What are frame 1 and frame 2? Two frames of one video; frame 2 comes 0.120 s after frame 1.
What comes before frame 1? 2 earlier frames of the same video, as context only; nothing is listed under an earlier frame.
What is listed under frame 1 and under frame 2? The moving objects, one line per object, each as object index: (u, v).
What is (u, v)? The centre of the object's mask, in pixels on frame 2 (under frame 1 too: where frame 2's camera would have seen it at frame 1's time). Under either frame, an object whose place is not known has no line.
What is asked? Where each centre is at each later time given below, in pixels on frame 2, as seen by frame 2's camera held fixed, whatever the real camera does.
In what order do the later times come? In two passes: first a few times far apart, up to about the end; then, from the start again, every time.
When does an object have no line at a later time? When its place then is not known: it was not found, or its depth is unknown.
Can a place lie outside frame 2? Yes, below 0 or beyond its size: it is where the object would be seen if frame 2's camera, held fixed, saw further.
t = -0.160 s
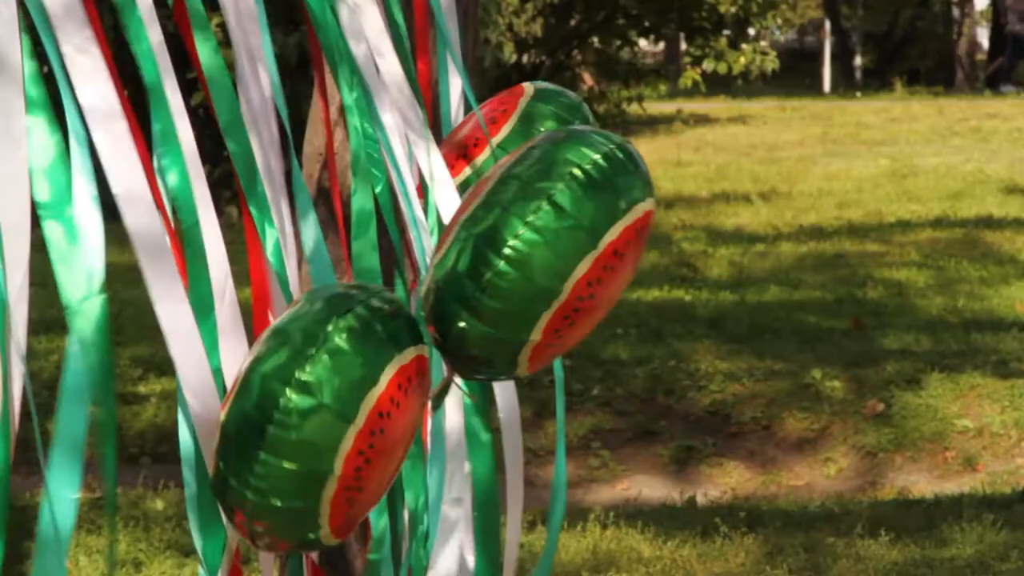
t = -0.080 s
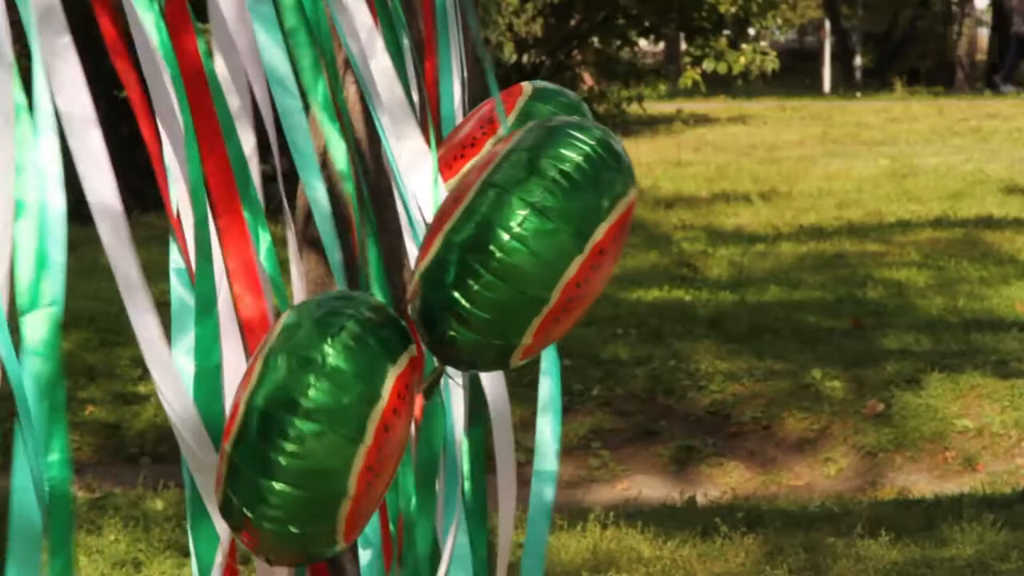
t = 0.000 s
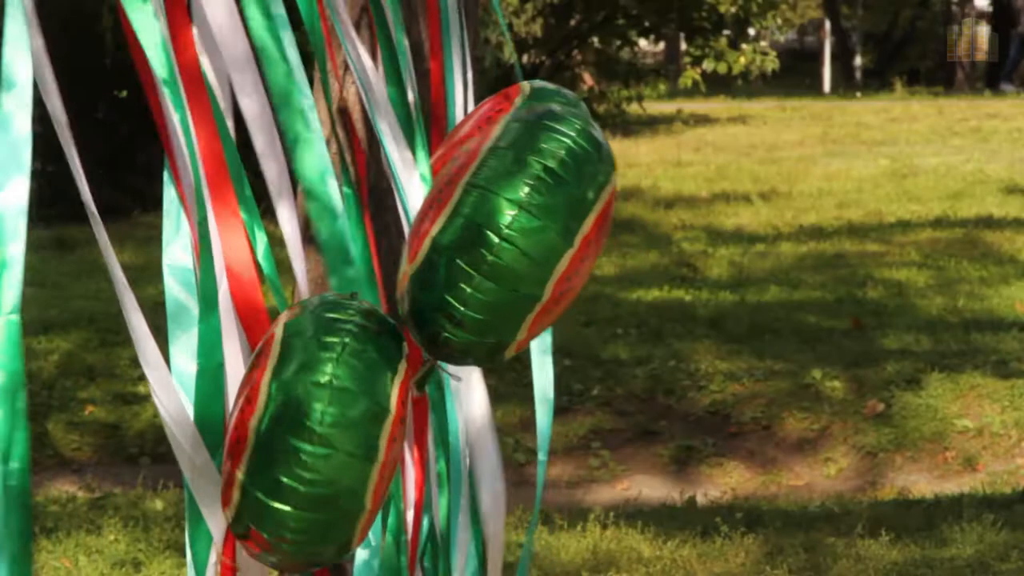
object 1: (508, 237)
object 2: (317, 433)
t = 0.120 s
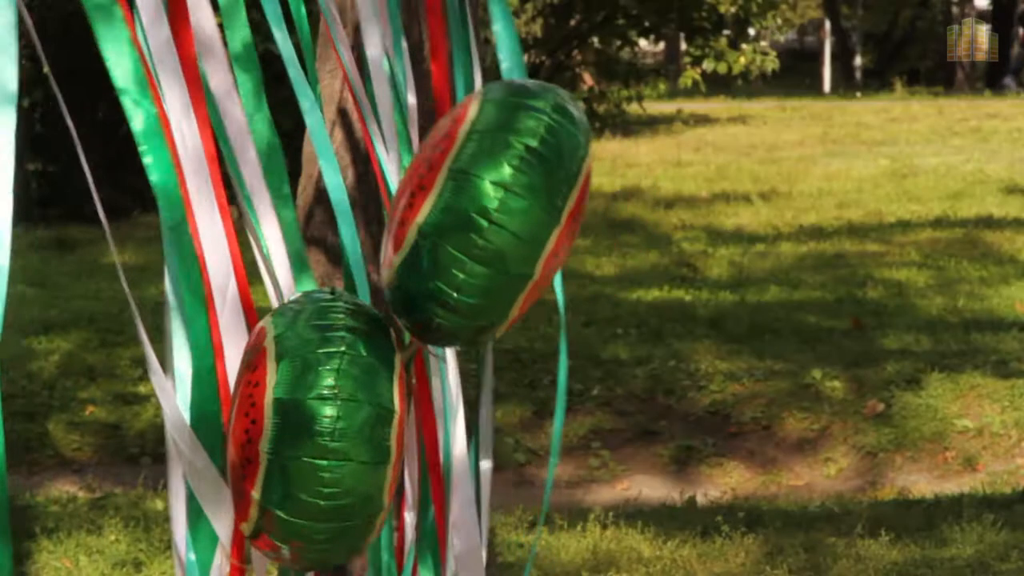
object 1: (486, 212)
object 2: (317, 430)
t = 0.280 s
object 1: (455, 182)
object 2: (320, 414)
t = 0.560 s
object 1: (402, 155)
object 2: (302, 385)
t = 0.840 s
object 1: (381, 148)
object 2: (271, 377)
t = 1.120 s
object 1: (397, 136)
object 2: (253, 340)
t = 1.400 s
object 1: (437, 134)
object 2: (264, 312)
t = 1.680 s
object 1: (503, 154)
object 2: (304, 303)
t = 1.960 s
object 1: (561, 209)
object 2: (331, 300)
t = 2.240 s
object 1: (611, 260)
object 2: (376, 306)
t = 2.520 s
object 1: (649, 241)
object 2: (404, 292)
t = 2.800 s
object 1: (604, 216)
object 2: (368, 303)
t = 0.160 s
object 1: (479, 203)
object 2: (317, 427)
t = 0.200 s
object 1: (471, 195)
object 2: (318, 423)
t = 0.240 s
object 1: (465, 187)
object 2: (320, 418)
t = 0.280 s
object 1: (455, 182)
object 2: (320, 414)
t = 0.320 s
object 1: (447, 175)
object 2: (319, 407)
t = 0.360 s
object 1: (439, 170)
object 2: (318, 401)
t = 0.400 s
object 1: (430, 166)
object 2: (314, 396)
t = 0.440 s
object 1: (422, 163)
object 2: (311, 393)
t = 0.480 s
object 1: (416, 160)
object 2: (309, 389)
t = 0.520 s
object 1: (408, 157)
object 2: (305, 387)
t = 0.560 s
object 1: (402, 155)
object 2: (302, 385)
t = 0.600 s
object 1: (396, 153)
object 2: (298, 385)
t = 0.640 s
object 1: (392, 153)
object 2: (294, 385)
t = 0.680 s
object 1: (387, 152)
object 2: (290, 384)
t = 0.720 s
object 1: (384, 152)
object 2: (286, 384)
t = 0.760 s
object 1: (382, 150)
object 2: (282, 382)
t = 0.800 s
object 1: (382, 148)
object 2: (277, 379)
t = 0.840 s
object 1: (381, 148)
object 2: (271, 377)
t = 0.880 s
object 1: (382, 147)
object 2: (264, 373)
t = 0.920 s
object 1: (384, 146)
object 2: (260, 368)
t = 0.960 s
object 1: (386, 145)
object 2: (256, 364)
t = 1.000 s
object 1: (388, 144)
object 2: (254, 359)
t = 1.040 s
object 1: (390, 140)
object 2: (253, 354)
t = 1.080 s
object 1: (394, 138)
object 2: (253, 346)
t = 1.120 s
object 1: (397, 136)
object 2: (253, 340)
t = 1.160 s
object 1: (400, 135)
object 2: (253, 333)
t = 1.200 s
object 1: (405, 133)
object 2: (254, 328)
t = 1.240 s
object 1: (410, 133)
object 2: (256, 324)
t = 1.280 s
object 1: (416, 132)
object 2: (258, 319)
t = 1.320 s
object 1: (423, 131)
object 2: (260, 316)
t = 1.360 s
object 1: (429, 132)
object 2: (261, 314)
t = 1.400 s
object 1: (437, 134)
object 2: (264, 312)
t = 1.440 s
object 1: (446, 135)
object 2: (270, 311)
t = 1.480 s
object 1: (454, 137)
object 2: (275, 310)
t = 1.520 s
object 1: (463, 138)
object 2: (281, 309)
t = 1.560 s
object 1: (473, 141)
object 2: (287, 308)
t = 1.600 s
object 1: (482, 145)
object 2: (292, 307)
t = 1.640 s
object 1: (492, 149)
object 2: (298, 305)
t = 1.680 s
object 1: (503, 154)
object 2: (304, 303)
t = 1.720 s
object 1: (512, 160)
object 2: (307, 301)
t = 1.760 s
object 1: (521, 167)
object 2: (311, 300)
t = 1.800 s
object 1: (530, 174)
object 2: (316, 298)
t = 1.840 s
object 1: (539, 182)
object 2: (319, 298)
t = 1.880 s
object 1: (547, 191)
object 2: (323, 297)
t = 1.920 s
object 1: (553, 198)
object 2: (327, 298)
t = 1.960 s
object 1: (561, 209)
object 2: (331, 300)
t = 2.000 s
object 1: (568, 219)
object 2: (336, 301)
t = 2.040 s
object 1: (575, 228)
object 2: (343, 302)
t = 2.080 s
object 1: (581, 237)
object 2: (348, 306)
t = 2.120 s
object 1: (588, 245)
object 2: (356, 307)
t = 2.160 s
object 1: (596, 251)
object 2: (362, 309)
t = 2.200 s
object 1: (603, 256)
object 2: (370, 308)
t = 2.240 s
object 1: (611, 260)
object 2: (376, 306)
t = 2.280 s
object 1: (619, 262)
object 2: (384, 302)
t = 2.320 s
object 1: (626, 262)
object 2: (389, 298)
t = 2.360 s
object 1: (632, 260)
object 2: (394, 295)
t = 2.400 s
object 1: (637, 258)
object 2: (398, 291)
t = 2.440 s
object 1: (643, 253)
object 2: (401, 290)
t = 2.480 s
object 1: (646, 248)
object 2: (403, 290)
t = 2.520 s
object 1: (649, 241)
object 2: (404, 292)
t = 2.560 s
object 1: (648, 235)
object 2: (403, 296)
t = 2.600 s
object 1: (647, 229)
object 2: (401, 300)
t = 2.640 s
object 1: (642, 225)
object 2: (397, 303)
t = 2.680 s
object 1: (635, 222)
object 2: (391, 304)
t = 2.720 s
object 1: (625, 220)
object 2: (384, 304)
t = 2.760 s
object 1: (615, 218)
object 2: (376, 303)
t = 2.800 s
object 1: (604, 216)
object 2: (368, 303)
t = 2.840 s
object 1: (592, 214)
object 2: (362, 305)
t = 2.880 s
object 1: (578, 212)
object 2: (355, 307)
